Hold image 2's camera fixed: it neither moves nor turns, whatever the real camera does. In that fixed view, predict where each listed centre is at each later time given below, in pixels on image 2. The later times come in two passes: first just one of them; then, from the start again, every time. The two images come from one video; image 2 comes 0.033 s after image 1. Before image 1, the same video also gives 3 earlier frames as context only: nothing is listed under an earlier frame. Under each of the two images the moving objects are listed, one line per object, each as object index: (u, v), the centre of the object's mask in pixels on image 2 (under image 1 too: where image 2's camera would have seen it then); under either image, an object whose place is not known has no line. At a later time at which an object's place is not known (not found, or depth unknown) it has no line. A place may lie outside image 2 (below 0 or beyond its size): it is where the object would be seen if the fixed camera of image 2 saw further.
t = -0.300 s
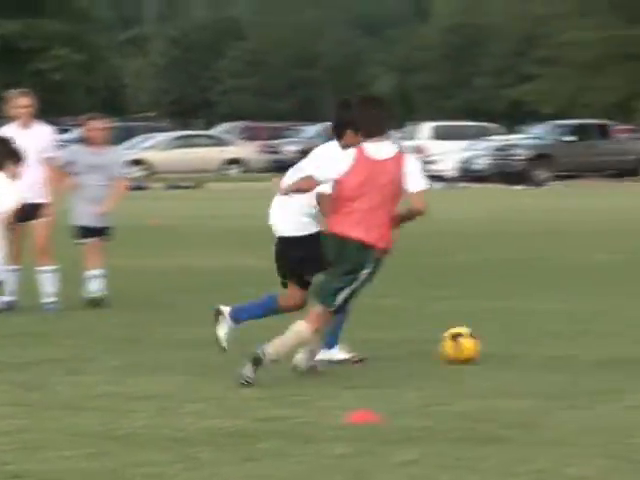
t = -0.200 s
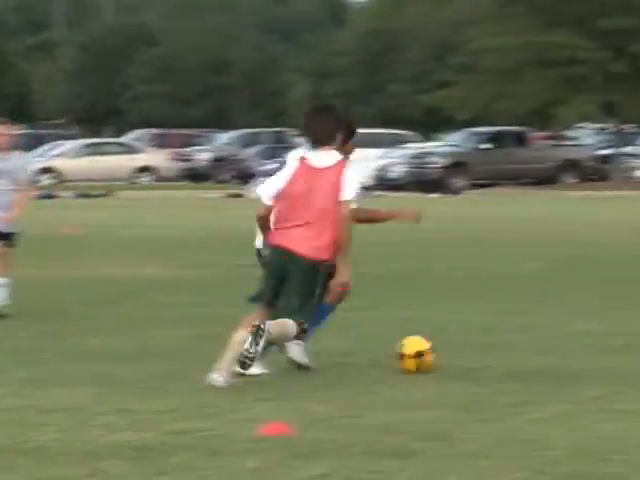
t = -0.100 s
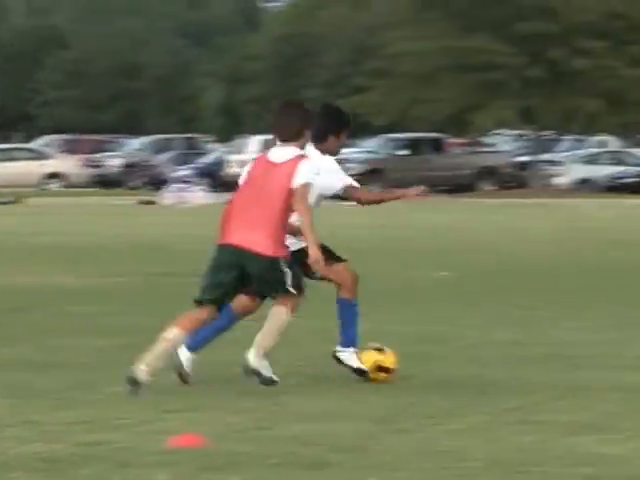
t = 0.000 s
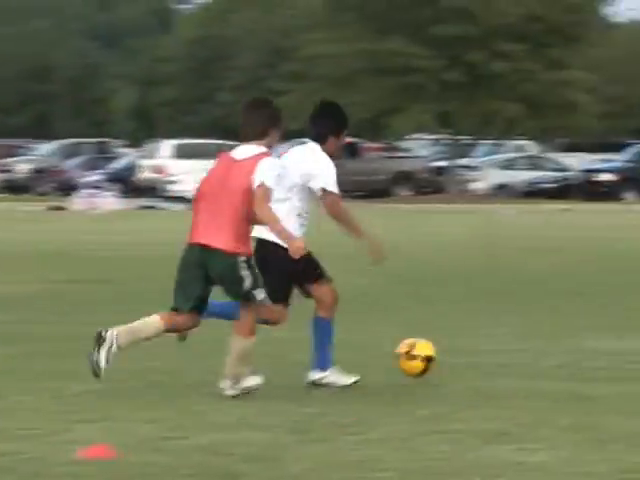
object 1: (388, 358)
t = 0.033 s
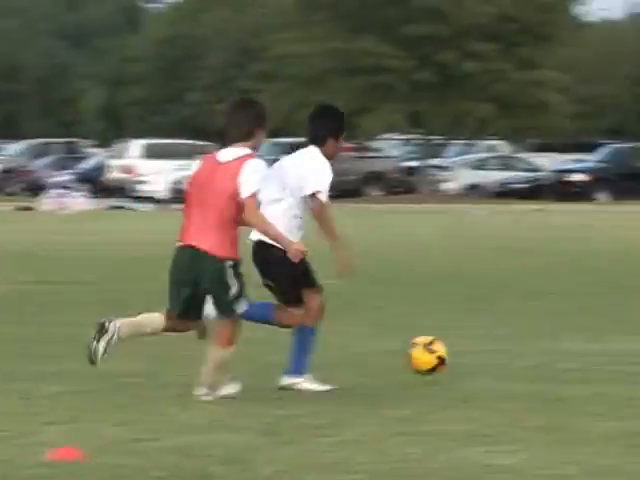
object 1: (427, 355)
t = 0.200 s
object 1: (615, 365)
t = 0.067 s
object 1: (466, 354)
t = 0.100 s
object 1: (504, 355)
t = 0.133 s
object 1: (543, 358)
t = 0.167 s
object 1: (581, 364)
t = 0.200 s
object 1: (615, 365)
